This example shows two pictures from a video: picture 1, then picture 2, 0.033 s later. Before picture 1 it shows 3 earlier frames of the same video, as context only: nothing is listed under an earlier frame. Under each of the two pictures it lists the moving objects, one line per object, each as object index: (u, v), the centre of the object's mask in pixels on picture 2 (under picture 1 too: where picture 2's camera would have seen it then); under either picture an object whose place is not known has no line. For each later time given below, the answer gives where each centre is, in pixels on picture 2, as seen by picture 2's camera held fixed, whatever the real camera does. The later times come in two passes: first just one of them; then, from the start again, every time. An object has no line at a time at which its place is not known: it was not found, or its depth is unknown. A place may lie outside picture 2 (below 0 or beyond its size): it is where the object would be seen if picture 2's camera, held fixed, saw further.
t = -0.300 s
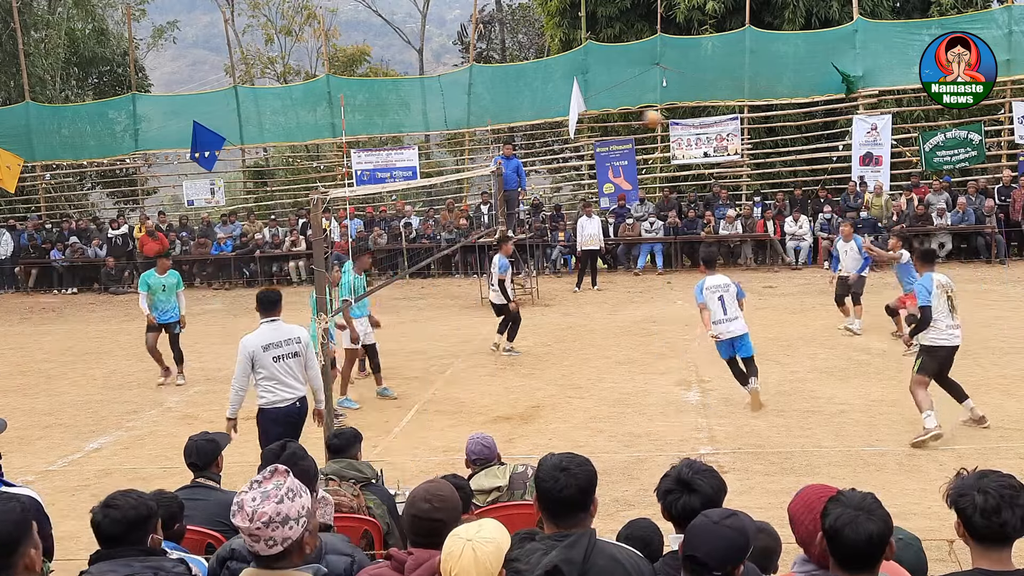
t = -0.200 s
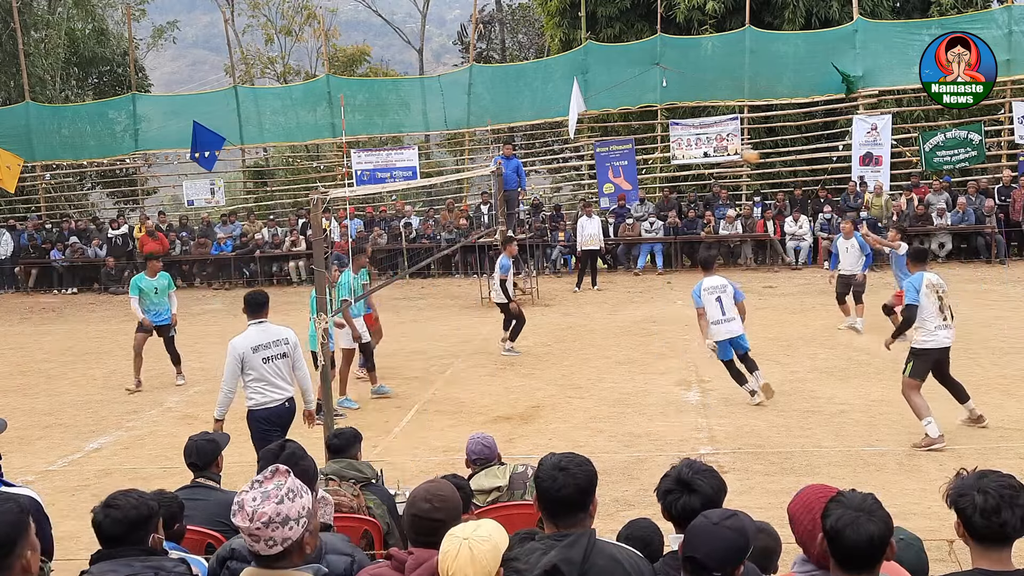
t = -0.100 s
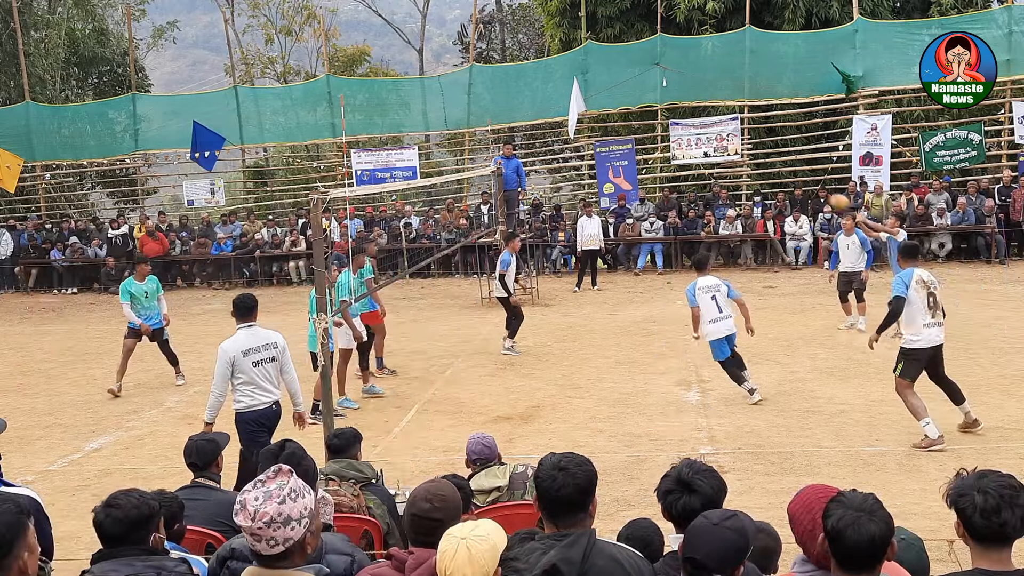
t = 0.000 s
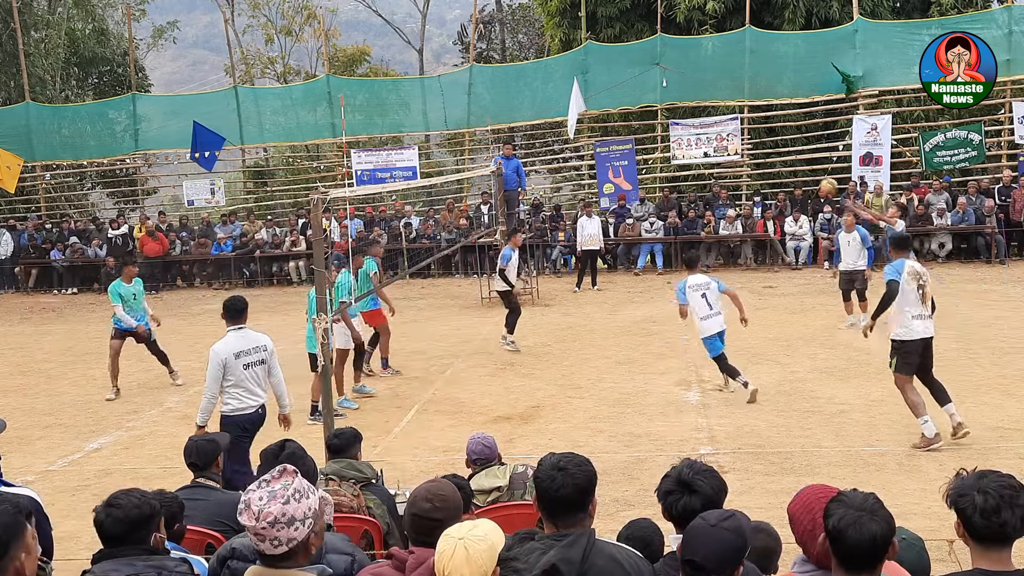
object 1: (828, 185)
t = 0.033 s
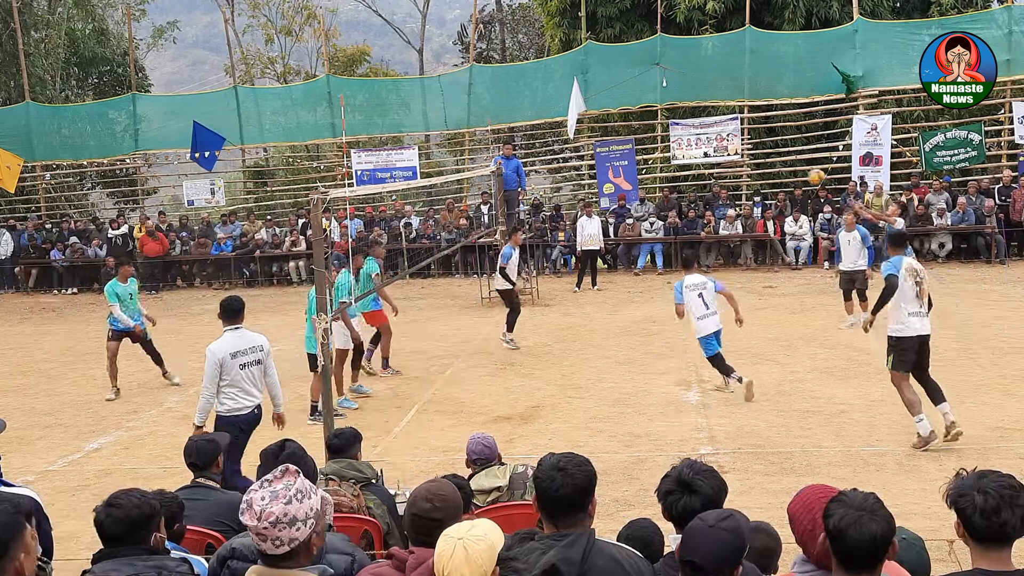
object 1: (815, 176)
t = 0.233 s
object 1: (743, 139)
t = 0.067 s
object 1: (803, 169)
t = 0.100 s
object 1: (792, 160)
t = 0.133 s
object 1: (779, 154)
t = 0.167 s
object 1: (767, 148)
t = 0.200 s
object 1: (754, 143)
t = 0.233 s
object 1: (743, 139)
